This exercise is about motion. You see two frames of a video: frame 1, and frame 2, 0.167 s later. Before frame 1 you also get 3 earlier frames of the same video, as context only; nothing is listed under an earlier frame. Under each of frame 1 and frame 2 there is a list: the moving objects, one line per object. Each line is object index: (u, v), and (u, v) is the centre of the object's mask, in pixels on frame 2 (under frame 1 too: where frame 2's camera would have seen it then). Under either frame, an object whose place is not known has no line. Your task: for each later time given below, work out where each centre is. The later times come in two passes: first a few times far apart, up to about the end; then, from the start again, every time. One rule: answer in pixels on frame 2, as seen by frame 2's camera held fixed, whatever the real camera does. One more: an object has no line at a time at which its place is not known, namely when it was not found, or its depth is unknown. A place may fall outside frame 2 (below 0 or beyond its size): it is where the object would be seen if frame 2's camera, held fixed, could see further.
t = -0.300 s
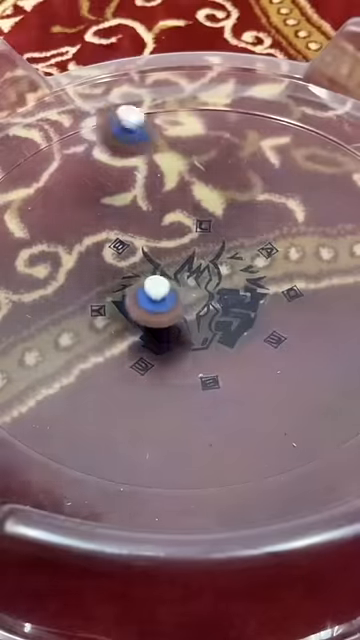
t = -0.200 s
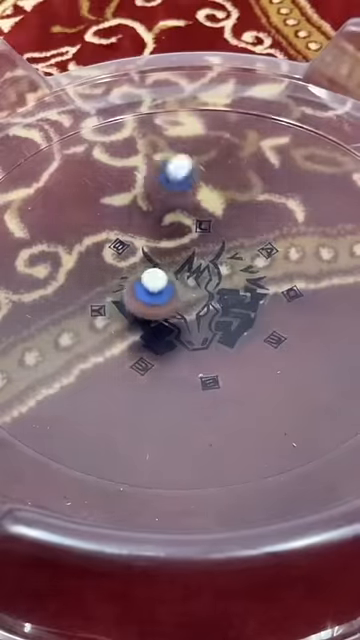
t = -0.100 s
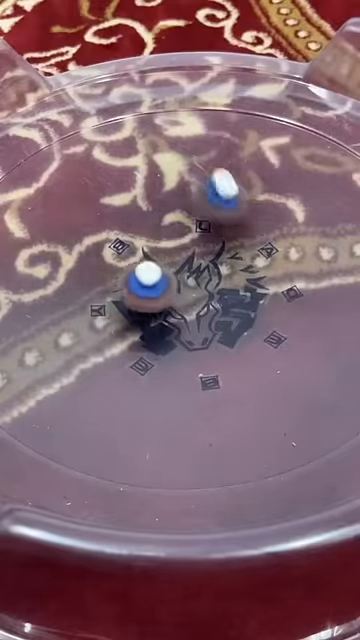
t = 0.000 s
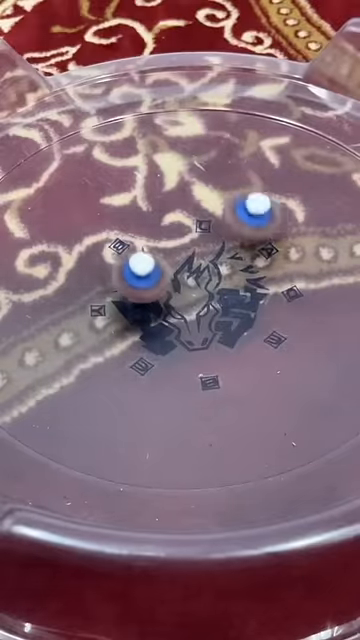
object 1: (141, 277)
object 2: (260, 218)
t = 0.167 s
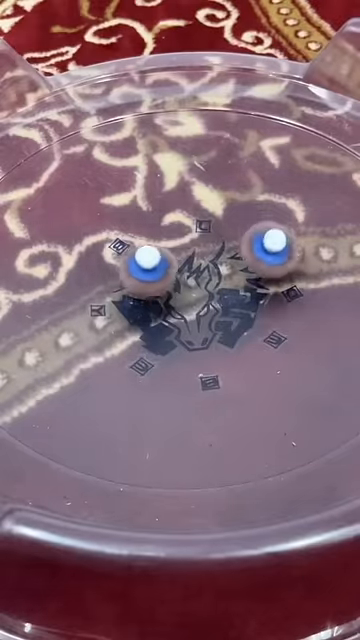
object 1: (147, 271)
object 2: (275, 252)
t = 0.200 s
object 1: (149, 271)
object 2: (274, 256)
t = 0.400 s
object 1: (169, 259)
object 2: (266, 253)
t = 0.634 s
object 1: (199, 246)
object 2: (296, 234)
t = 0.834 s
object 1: (206, 257)
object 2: (318, 211)
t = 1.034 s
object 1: (211, 271)
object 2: (277, 246)
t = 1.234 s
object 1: (83, 344)
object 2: (323, 254)
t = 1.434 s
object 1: (111, 370)
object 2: (291, 287)
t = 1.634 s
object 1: (146, 322)
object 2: (237, 331)
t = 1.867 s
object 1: (139, 251)
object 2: (176, 367)
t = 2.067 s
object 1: (147, 227)
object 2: (145, 363)
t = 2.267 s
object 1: (176, 227)
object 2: (120, 325)
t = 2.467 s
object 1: (210, 242)
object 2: (100, 275)
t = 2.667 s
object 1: (227, 266)
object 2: (102, 233)
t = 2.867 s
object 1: (218, 289)
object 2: (124, 213)
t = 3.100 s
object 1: (191, 302)
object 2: (182, 214)
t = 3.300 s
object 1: (170, 296)
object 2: (240, 223)
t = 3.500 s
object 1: (162, 278)
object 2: (278, 245)
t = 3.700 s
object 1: (168, 259)
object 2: (286, 275)
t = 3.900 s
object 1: (192, 250)
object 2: (261, 320)
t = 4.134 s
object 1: (218, 262)
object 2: (209, 351)
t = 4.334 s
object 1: (226, 281)
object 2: (155, 349)
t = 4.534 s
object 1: (214, 299)
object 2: (124, 320)
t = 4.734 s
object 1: (186, 304)
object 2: (107, 275)
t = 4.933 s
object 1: (160, 293)
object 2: (120, 238)
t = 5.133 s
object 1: (151, 274)
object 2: (152, 218)
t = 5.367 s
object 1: (149, 270)
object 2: (223, 206)
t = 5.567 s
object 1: (150, 298)
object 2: (279, 189)
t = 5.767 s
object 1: (169, 312)
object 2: (293, 214)
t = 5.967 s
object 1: (193, 304)
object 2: (268, 276)
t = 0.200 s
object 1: (149, 271)
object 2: (274, 256)
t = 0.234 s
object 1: (151, 270)
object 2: (274, 258)
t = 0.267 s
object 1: (153, 270)
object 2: (273, 259)
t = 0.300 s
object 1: (156, 270)
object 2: (271, 260)
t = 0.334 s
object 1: (158, 269)
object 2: (267, 256)
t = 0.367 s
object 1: (164, 262)
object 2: (266, 255)
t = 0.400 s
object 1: (169, 259)
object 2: (266, 253)
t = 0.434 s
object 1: (174, 255)
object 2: (268, 251)
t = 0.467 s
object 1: (180, 252)
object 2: (269, 248)
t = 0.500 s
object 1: (185, 249)
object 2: (272, 246)
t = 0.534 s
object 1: (189, 247)
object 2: (275, 244)
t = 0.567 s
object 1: (194, 246)
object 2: (280, 241)
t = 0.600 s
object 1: (196, 245)
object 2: (290, 240)
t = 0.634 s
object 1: (199, 246)
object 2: (296, 234)
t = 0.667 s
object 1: (200, 247)
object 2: (306, 231)
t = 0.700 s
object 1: (202, 248)
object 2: (314, 226)
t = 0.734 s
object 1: (203, 250)
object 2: (321, 224)
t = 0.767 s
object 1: (205, 252)
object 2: (325, 216)
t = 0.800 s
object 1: (205, 254)
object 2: (324, 213)
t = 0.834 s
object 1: (206, 257)
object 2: (318, 211)
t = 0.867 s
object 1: (206, 260)
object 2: (311, 211)
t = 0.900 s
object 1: (206, 261)
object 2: (303, 213)
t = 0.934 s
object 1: (209, 263)
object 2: (295, 219)
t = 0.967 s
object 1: (212, 266)
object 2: (287, 228)
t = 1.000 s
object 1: (214, 267)
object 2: (276, 239)
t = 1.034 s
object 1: (211, 271)
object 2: (277, 246)
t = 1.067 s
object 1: (177, 283)
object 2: (297, 247)
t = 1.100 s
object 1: (148, 294)
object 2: (310, 249)
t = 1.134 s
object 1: (132, 305)
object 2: (318, 248)
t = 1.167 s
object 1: (114, 314)
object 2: (320, 250)
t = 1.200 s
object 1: (95, 330)
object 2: (322, 252)
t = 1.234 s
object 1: (83, 344)
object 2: (323, 254)
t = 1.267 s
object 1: (77, 358)
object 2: (320, 259)
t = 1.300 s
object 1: (79, 367)
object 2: (317, 262)
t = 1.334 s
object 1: (84, 373)
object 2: (312, 268)
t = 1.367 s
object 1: (92, 375)
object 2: (307, 274)
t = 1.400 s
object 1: (99, 374)
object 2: (299, 281)
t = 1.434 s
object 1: (111, 370)
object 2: (291, 287)
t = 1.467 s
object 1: (117, 365)
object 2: (283, 294)
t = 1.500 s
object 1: (128, 359)
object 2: (274, 301)
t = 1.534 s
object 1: (136, 352)
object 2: (265, 309)
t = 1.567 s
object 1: (142, 343)
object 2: (256, 316)
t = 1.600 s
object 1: (145, 333)
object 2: (247, 324)
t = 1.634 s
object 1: (146, 322)
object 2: (237, 331)
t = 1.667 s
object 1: (144, 310)
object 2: (227, 338)
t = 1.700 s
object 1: (145, 295)
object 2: (217, 344)
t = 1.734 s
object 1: (143, 284)
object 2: (208, 350)
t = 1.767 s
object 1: (143, 273)
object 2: (199, 356)
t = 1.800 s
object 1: (142, 265)
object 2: (192, 361)
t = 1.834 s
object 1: (140, 258)
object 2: (183, 365)
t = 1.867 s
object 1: (139, 251)
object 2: (176, 367)
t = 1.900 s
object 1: (139, 246)
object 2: (170, 369)
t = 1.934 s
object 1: (139, 242)
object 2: (165, 370)
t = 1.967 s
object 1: (140, 236)
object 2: (161, 370)
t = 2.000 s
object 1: (141, 233)
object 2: (155, 369)
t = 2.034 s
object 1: (144, 229)
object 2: (150, 366)
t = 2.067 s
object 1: (147, 227)
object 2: (145, 363)
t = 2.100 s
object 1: (151, 226)
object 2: (139, 358)
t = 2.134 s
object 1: (155, 225)
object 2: (133, 353)
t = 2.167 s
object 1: (159, 225)
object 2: (129, 347)
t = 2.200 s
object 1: (164, 226)
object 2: (125, 339)
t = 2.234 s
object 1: (171, 226)
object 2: (123, 332)
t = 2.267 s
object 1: (176, 227)
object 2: (120, 325)
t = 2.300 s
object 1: (183, 229)
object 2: (117, 317)
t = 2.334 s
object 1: (189, 231)
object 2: (110, 308)
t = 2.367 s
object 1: (195, 233)
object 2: (106, 299)
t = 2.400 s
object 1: (200, 236)
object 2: (104, 291)
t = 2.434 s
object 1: (206, 239)
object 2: (100, 282)
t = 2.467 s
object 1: (210, 242)
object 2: (100, 275)
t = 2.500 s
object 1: (215, 246)
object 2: (99, 266)
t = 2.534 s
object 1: (219, 250)
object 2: (99, 258)
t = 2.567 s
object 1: (222, 254)
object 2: (98, 251)
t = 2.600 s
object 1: (224, 258)
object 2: (98, 244)
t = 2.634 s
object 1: (226, 262)
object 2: (100, 239)
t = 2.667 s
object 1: (227, 266)
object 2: (102, 233)
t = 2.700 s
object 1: (227, 270)
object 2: (103, 228)
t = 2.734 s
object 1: (227, 273)
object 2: (106, 224)
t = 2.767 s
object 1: (225, 277)
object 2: (109, 220)
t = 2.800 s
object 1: (222, 282)
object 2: (113, 217)
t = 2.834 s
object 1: (220, 285)
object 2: (117, 215)
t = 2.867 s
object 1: (218, 289)
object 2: (124, 213)
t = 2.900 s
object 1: (213, 293)
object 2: (131, 211)
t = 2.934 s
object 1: (211, 295)
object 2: (139, 211)
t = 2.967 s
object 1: (205, 298)
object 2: (146, 211)
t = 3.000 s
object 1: (203, 299)
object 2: (154, 211)
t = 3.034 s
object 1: (199, 300)
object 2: (163, 211)
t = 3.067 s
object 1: (195, 301)
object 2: (172, 211)
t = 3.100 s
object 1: (191, 302)
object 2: (182, 214)
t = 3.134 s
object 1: (186, 302)
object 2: (191, 214)
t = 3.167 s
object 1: (183, 301)
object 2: (203, 215)
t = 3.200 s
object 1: (178, 301)
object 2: (213, 217)
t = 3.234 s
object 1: (174, 300)
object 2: (222, 219)
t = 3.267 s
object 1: (172, 298)
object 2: (231, 221)
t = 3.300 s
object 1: (170, 296)
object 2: (240, 223)
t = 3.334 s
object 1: (166, 293)
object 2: (248, 226)
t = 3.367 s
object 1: (165, 291)
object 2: (256, 229)
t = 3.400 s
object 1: (164, 288)
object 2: (263, 231)
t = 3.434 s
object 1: (163, 284)
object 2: (267, 235)
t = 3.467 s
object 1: (162, 281)
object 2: (274, 240)
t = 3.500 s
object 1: (162, 278)
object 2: (278, 245)
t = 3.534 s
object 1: (162, 276)
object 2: (282, 249)
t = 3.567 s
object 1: (161, 272)
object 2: (284, 253)
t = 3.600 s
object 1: (161, 269)
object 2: (285, 259)
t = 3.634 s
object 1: (164, 265)
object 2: (288, 263)
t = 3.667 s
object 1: (166, 261)
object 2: (286, 268)
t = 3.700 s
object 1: (168, 259)
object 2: (286, 275)
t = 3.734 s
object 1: (172, 256)
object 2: (283, 284)
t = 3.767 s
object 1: (175, 254)
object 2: (281, 291)
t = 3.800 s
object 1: (178, 253)
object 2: (277, 297)
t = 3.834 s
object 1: (183, 252)
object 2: (273, 306)
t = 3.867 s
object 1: (187, 251)
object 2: (267, 313)
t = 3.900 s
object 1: (192, 250)
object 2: (261, 320)
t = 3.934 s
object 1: (196, 250)
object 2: (257, 324)
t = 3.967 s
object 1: (201, 251)
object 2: (249, 332)
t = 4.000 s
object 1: (205, 252)
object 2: (241, 338)
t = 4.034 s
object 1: (209, 254)
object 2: (234, 342)
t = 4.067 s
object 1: (211, 256)
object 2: (225, 346)
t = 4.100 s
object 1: (215, 259)
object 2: (217, 349)
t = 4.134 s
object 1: (218, 262)
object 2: (209, 351)
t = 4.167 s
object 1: (220, 265)
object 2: (199, 353)
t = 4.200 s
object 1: (222, 267)
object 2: (190, 354)
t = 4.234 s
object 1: (223, 270)
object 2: (181, 354)
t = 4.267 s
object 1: (224, 274)
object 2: (171, 353)
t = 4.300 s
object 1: (226, 277)
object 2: (162, 352)
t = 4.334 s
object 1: (226, 281)
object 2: (155, 349)
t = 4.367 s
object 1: (225, 285)
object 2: (150, 346)
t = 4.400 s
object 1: (223, 288)
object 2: (144, 343)
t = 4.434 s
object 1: (222, 291)
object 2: (139, 339)
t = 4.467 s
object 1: (220, 294)
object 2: (134, 333)
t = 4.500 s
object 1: (217, 296)
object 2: (128, 327)
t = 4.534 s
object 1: (214, 299)
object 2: (124, 320)
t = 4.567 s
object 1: (209, 300)
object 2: (122, 313)
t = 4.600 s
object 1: (205, 302)
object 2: (117, 306)
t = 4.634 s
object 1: (200, 303)
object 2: (112, 299)
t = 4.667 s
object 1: (196, 304)
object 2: (111, 290)
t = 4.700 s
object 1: (191, 304)
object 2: (110, 283)
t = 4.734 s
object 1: (186, 304)
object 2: (107, 275)
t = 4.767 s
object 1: (183, 303)
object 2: (108, 267)
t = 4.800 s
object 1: (177, 301)
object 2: (111, 261)
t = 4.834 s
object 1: (173, 300)
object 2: (113, 255)
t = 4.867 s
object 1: (170, 298)
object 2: (115, 249)
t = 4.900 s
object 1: (162, 295)
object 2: (117, 242)
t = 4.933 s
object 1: (160, 293)
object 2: (120, 238)
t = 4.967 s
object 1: (156, 289)
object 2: (125, 233)
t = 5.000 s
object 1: (157, 287)
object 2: (129, 227)
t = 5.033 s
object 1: (156, 284)
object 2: (134, 224)
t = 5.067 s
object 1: (151, 279)
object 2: (139, 222)
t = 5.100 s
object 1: (151, 276)
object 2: (145, 220)
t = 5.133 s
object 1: (151, 274)
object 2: (152, 218)
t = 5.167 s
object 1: (152, 271)
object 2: (160, 218)
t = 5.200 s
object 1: (152, 269)
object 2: (166, 216)
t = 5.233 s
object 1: (154, 264)
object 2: (174, 216)
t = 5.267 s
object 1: (157, 260)
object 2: (182, 216)
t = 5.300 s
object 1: (160, 258)
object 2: (190, 216)
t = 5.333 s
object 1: (160, 258)
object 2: (204, 215)
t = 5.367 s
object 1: (149, 270)
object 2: (223, 206)
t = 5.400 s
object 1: (146, 275)
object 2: (236, 200)
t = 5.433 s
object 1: (144, 280)
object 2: (246, 197)
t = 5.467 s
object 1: (144, 285)
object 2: (256, 193)
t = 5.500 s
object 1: (145, 290)
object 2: (263, 191)
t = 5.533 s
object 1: (147, 294)
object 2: (273, 190)
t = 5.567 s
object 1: (150, 298)
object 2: (279, 189)
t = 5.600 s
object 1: (151, 301)
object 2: (285, 191)
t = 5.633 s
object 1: (155, 304)
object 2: (289, 193)
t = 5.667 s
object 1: (158, 306)
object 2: (292, 196)
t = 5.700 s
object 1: (162, 309)
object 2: (293, 201)
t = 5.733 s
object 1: (165, 311)
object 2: (293, 207)
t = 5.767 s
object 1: (169, 312)
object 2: (293, 214)
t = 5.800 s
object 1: (174, 312)
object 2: (291, 223)
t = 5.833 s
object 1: (178, 312)
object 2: (288, 233)
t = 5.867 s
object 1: (183, 311)
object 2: (285, 246)
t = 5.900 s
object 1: (186, 309)
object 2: (280, 254)
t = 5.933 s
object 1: (190, 307)
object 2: (273, 265)
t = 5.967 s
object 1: (193, 304)
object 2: (268, 276)
